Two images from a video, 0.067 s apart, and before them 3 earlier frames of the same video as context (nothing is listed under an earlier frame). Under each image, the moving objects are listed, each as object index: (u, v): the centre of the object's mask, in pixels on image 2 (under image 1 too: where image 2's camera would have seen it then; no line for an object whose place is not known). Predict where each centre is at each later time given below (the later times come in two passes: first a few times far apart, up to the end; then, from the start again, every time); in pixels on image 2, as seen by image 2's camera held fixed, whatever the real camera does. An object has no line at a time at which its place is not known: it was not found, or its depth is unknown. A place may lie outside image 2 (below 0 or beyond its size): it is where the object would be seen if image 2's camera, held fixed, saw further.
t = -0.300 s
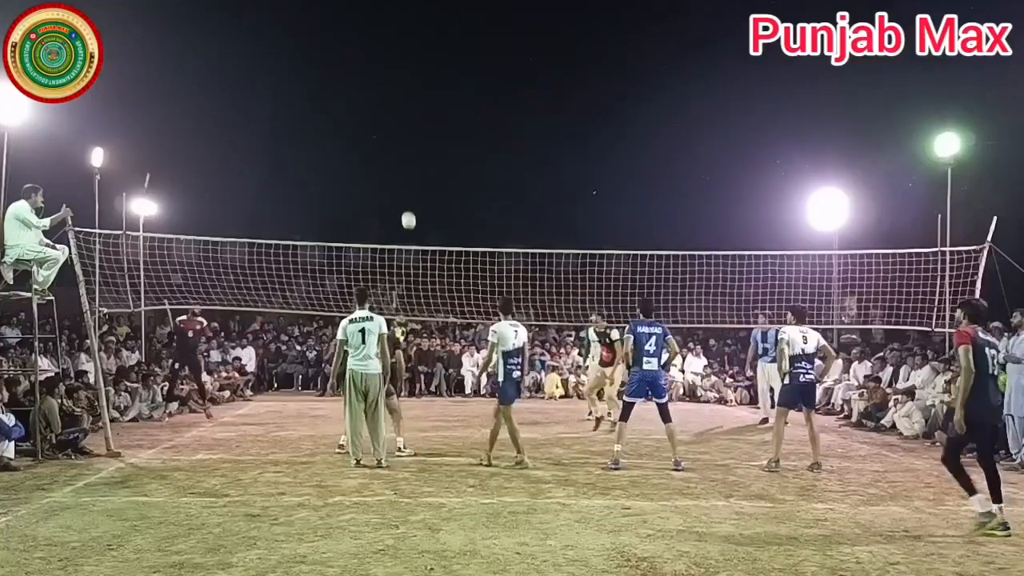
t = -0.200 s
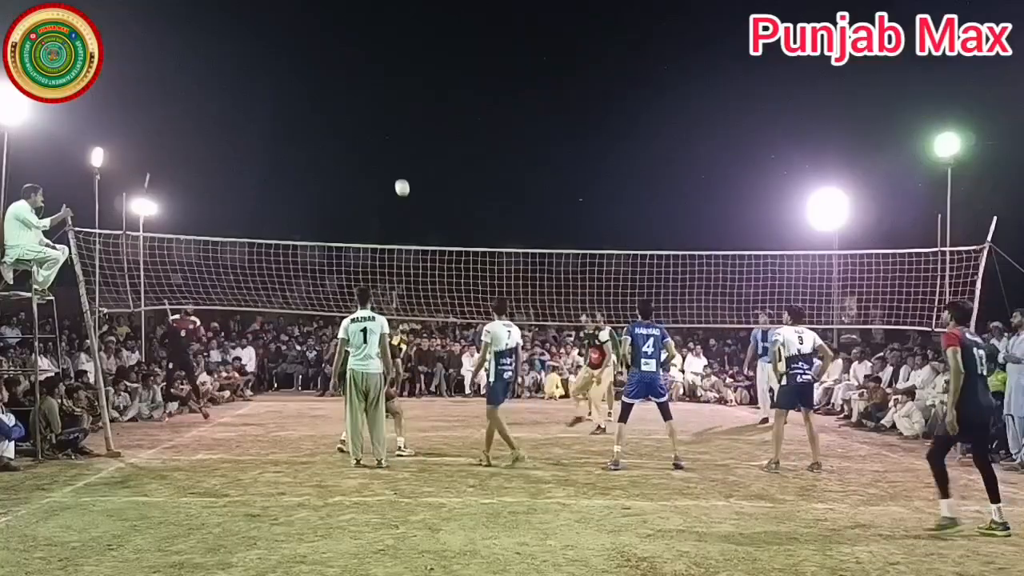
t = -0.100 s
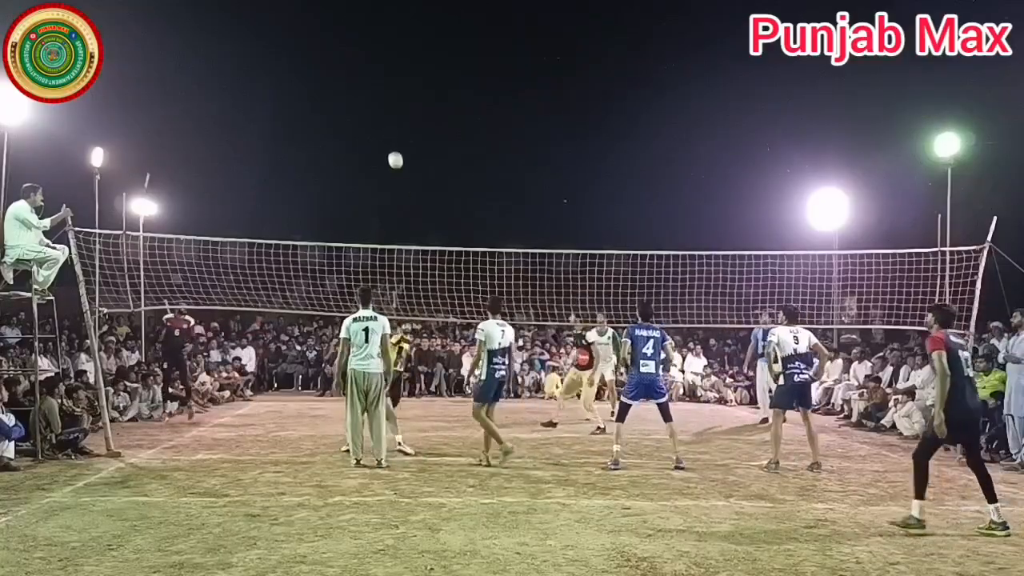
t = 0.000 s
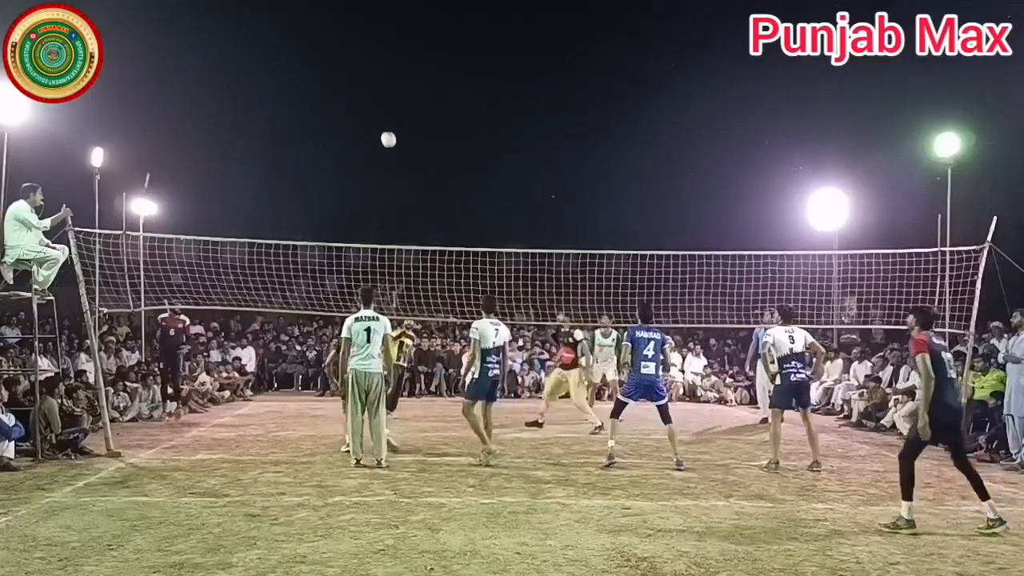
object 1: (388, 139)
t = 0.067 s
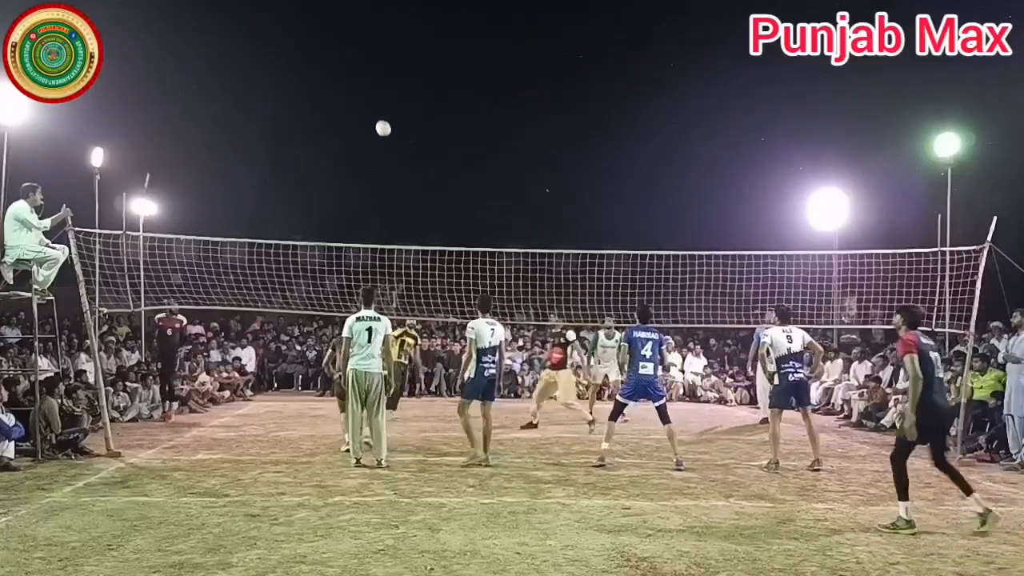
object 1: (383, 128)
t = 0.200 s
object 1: (372, 115)
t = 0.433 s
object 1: (352, 120)
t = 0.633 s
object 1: (333, 154)
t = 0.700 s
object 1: (327, 172)
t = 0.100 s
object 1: (380, 124)
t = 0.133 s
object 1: (378, 120)
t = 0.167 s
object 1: (375, 117)
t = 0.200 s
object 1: (372, 115)
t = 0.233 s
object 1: (369, 113)
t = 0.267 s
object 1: (367, 112)
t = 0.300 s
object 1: (364, 112)
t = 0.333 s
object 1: (361, 113)
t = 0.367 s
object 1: (358, 114)
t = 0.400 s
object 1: (355, 117)
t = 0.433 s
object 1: (352, 120)
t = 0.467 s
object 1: (349, 123)
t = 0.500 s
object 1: (346, 128)
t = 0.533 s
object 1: (343, 133)
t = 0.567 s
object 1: (340, 139)
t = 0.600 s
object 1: (336, 146)
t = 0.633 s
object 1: (333, 154)
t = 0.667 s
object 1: (330, 163)
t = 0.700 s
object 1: (327, 172)
